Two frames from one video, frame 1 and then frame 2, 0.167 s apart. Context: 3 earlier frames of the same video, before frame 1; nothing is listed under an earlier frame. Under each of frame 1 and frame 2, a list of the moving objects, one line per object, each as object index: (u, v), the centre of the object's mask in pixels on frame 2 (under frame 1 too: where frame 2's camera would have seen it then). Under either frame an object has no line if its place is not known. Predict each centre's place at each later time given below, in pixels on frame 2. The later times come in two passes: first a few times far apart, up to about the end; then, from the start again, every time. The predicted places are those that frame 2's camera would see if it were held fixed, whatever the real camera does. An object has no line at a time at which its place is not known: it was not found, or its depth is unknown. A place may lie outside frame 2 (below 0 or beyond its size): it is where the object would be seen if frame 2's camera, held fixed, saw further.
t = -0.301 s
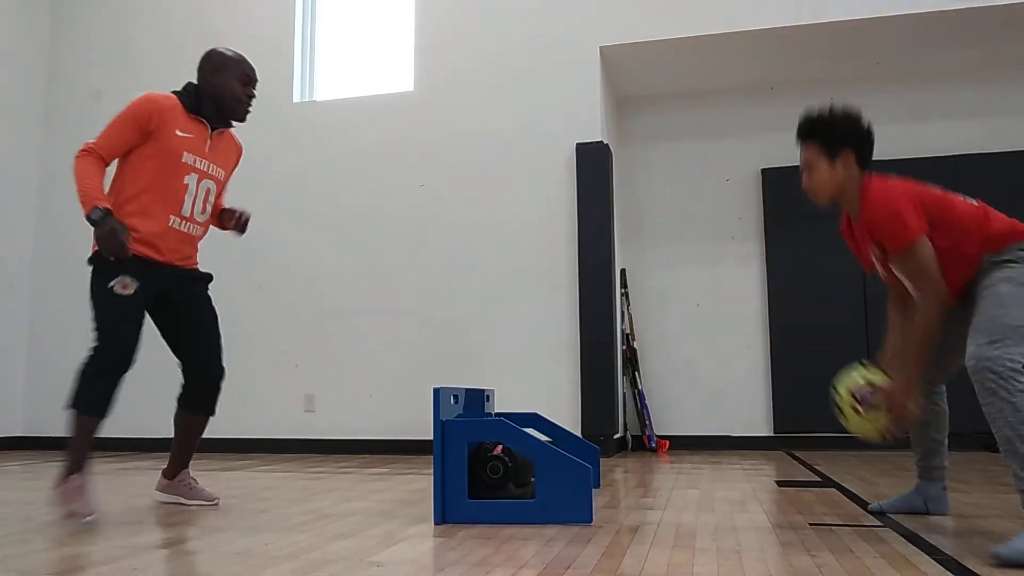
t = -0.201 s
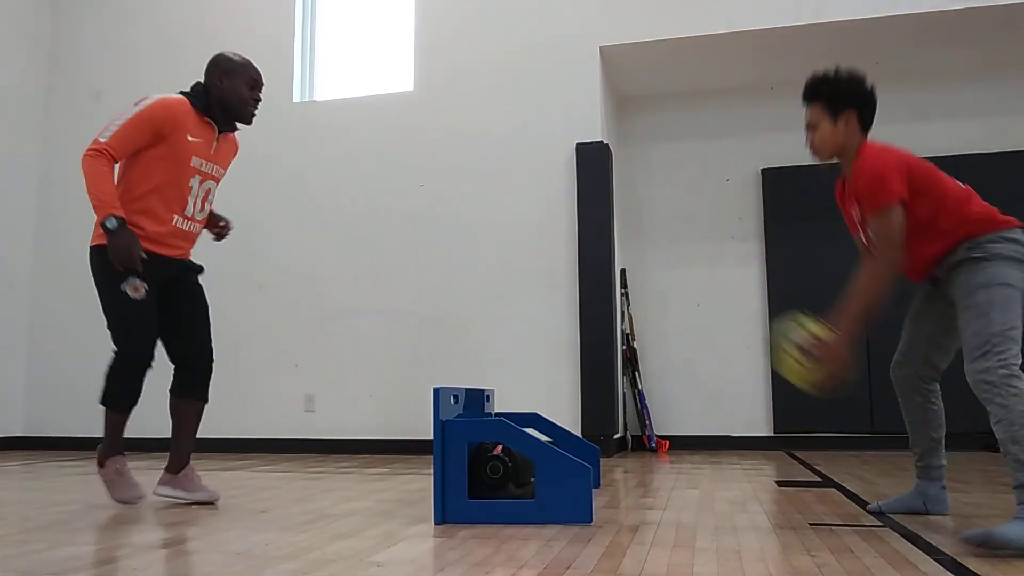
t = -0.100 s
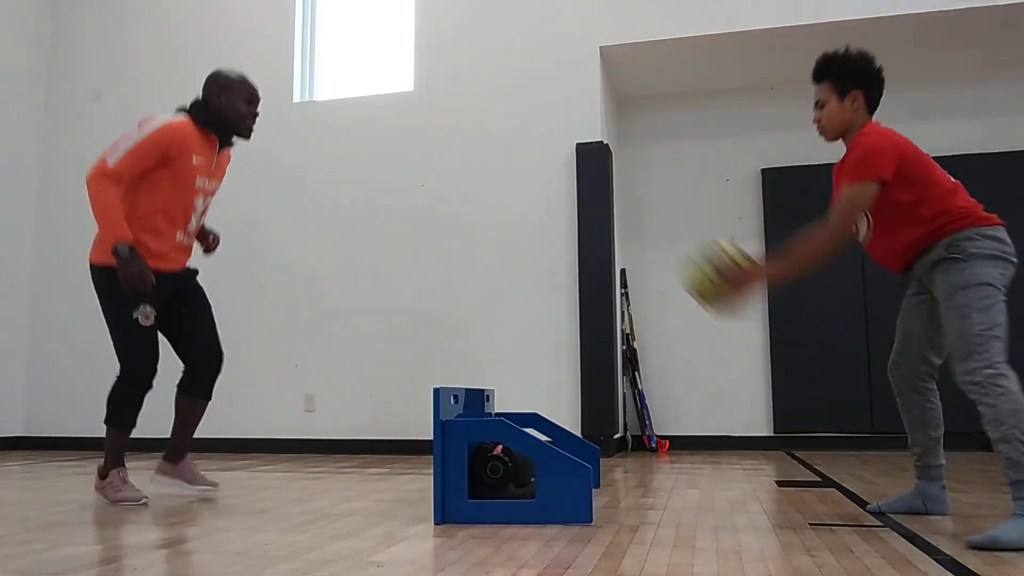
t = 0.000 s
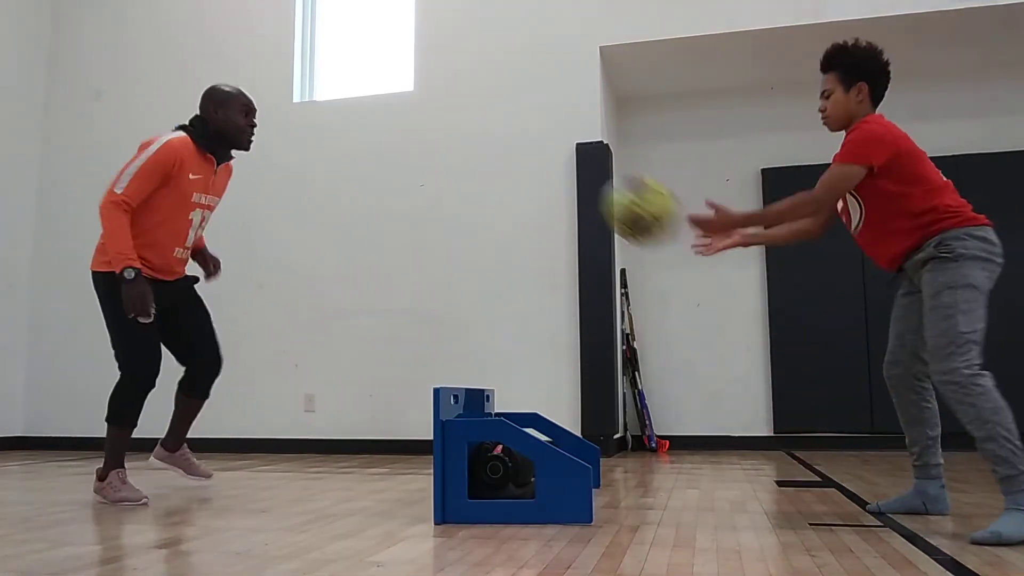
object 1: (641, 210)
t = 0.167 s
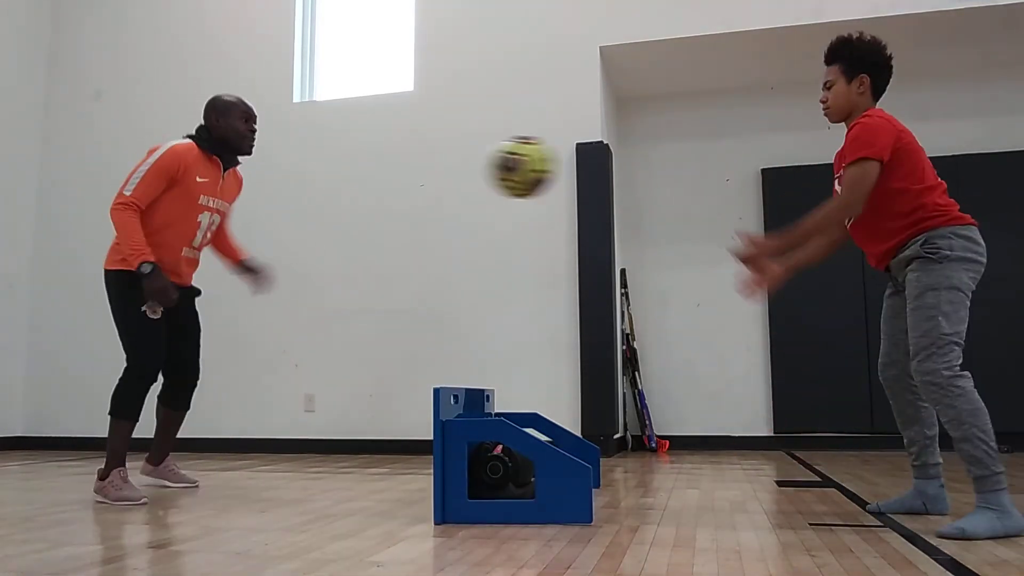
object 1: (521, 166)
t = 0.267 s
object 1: (456, 176)
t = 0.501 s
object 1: (311, 306)
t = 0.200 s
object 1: (499, 167)
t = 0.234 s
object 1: (478, 169)
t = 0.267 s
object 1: (456, 176)
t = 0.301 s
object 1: (435, 186)
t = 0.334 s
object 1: (415, 198)
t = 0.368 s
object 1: (394, 214)
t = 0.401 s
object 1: (373, 232)
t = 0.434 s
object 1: (352, 254)
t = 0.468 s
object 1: (332, 278)
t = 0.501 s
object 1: (311, 306)
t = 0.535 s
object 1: (289, 338)
